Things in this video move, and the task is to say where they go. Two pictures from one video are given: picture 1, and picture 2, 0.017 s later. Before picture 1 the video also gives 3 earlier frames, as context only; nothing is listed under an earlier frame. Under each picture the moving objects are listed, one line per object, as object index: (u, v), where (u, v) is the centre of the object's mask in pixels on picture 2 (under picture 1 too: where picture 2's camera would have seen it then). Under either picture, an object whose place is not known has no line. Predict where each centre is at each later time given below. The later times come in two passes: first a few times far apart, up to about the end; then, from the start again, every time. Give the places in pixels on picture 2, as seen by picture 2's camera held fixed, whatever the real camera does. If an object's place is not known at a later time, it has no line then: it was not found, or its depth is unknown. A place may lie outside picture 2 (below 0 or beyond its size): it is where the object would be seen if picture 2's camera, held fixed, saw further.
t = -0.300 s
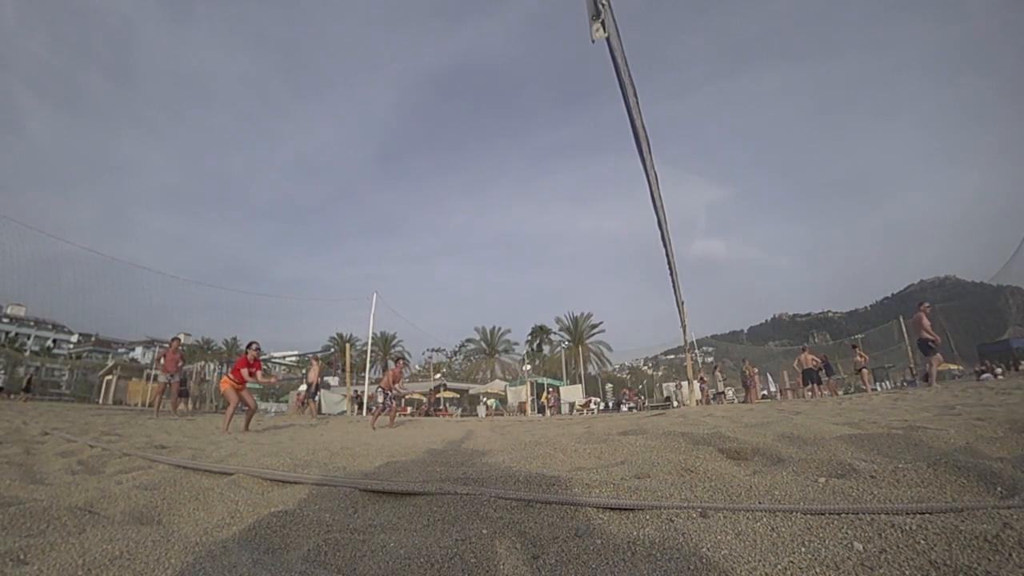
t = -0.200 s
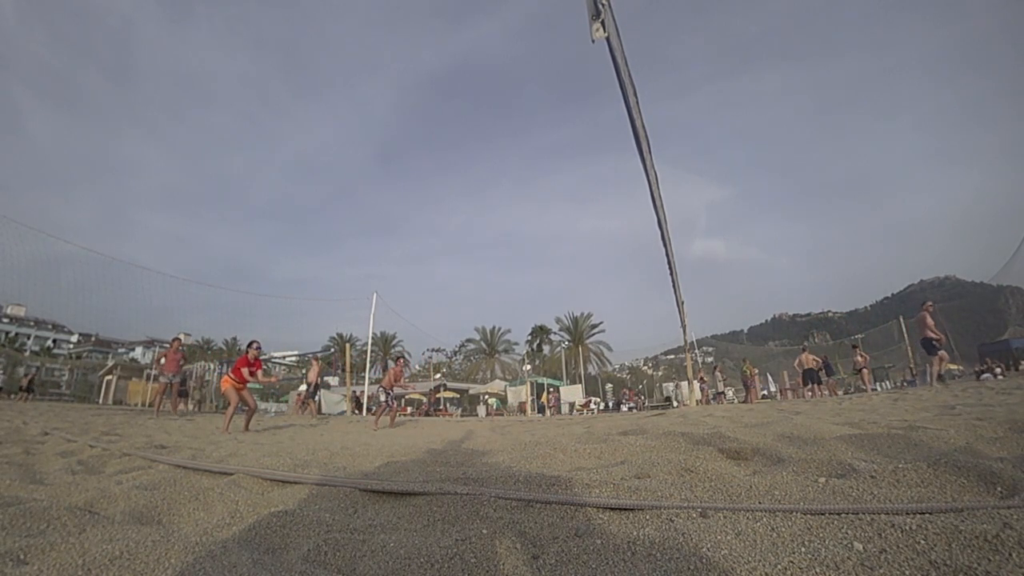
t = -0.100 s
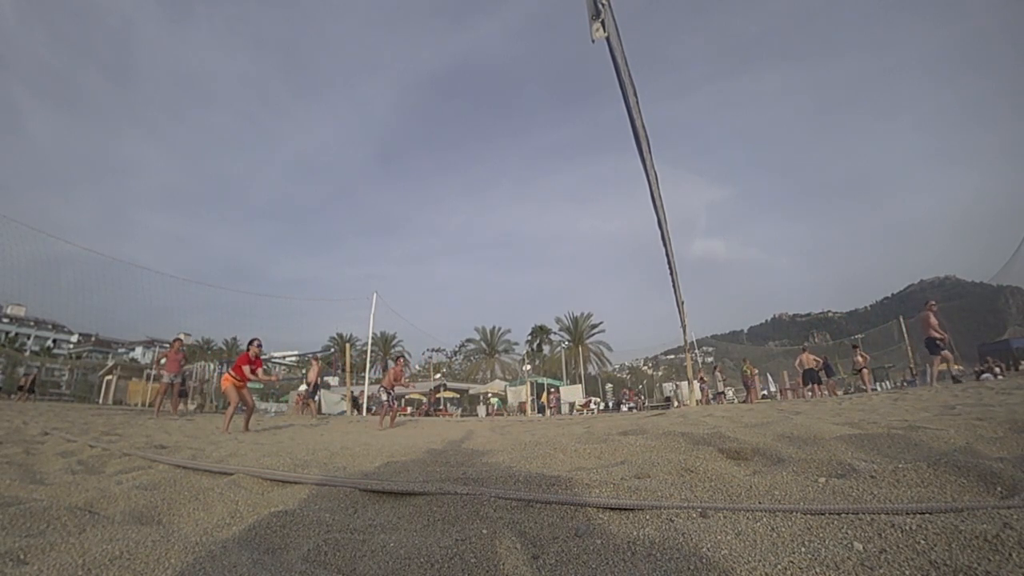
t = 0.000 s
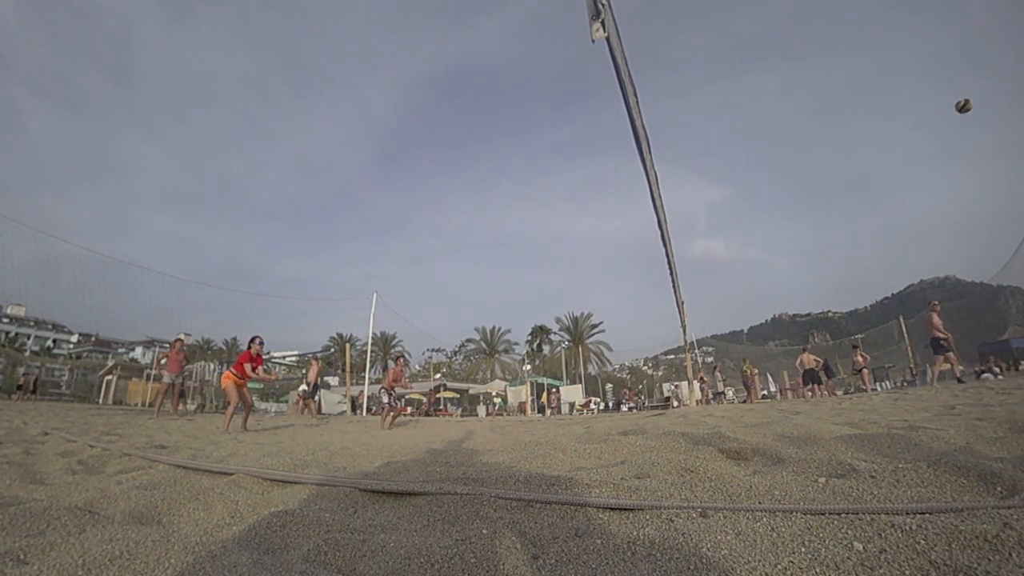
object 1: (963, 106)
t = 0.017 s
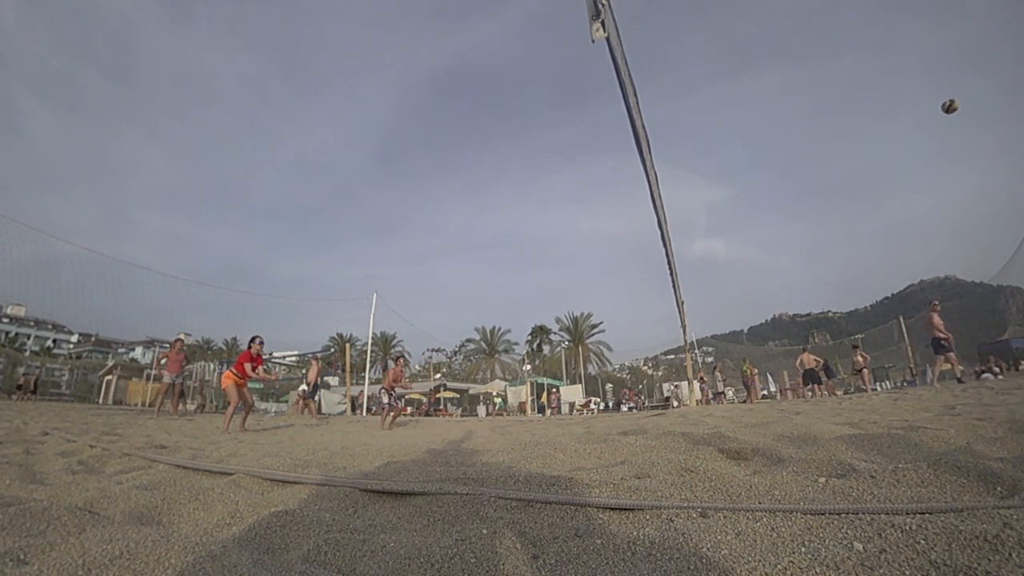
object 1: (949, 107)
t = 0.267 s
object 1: (776, 133)
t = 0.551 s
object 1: (634, 190)
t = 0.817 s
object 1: (531, 264)
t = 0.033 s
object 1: (936, 107)
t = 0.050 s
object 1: (923, 108)
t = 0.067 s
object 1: (910, 109)
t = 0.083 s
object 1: (897, 110)
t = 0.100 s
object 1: (884, 112)
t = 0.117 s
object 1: (873, 113)
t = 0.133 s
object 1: (861, 115)
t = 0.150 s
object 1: (849, 116)
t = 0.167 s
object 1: (838, 119)
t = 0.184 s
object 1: (828, 121)
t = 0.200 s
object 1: (817, 123)
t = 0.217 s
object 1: (806, 125)
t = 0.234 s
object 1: (796, 128)
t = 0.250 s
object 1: (786, 130)
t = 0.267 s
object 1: (776, 133)
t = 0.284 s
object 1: (767, 135)
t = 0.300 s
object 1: (757, 138)
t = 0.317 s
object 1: (748, 141)
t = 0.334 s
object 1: (739, 144)
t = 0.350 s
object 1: (730, 147)
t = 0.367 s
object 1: (721, 149)
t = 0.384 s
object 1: (713, 153)
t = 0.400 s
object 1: (704, 156)
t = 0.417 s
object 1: (696, 160)
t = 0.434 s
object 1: (688, 163)
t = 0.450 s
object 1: (680, 167)
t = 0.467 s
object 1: (672, 171)
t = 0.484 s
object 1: (664, 174)
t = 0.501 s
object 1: (659, 178)
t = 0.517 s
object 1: (646, 184)
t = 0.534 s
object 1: (641, 186)
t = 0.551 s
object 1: (634, 190)
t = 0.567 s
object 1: (627, 194)
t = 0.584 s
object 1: (620, 198)
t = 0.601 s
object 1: (613, 202)
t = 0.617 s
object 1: (606, 207)
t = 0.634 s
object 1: (599, 211)
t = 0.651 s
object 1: (593, 215)
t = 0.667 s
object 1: (586, 220)
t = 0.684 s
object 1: (580, 225)
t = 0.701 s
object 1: (573, 229)
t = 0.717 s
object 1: (567, 234)
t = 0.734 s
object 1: (561, 239)
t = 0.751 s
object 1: (555, 244)
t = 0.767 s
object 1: (549, 249)
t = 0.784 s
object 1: (543, 253)
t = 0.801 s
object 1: (537, 258)
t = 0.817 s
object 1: (531, 264)
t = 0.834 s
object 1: (525, 269)
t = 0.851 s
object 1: (520, 275)
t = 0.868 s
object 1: (514, 280)
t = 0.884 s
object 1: (509, 285)
